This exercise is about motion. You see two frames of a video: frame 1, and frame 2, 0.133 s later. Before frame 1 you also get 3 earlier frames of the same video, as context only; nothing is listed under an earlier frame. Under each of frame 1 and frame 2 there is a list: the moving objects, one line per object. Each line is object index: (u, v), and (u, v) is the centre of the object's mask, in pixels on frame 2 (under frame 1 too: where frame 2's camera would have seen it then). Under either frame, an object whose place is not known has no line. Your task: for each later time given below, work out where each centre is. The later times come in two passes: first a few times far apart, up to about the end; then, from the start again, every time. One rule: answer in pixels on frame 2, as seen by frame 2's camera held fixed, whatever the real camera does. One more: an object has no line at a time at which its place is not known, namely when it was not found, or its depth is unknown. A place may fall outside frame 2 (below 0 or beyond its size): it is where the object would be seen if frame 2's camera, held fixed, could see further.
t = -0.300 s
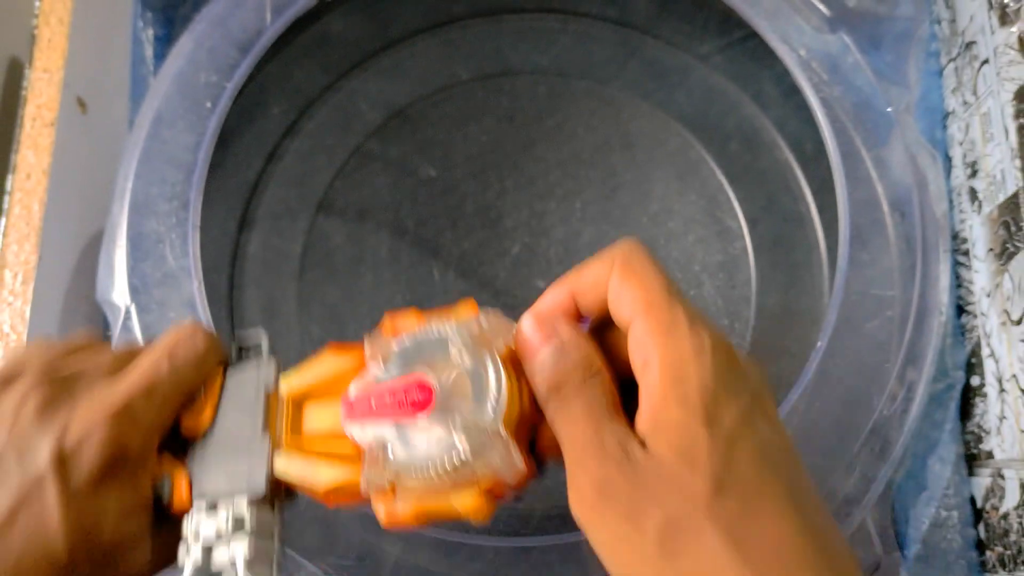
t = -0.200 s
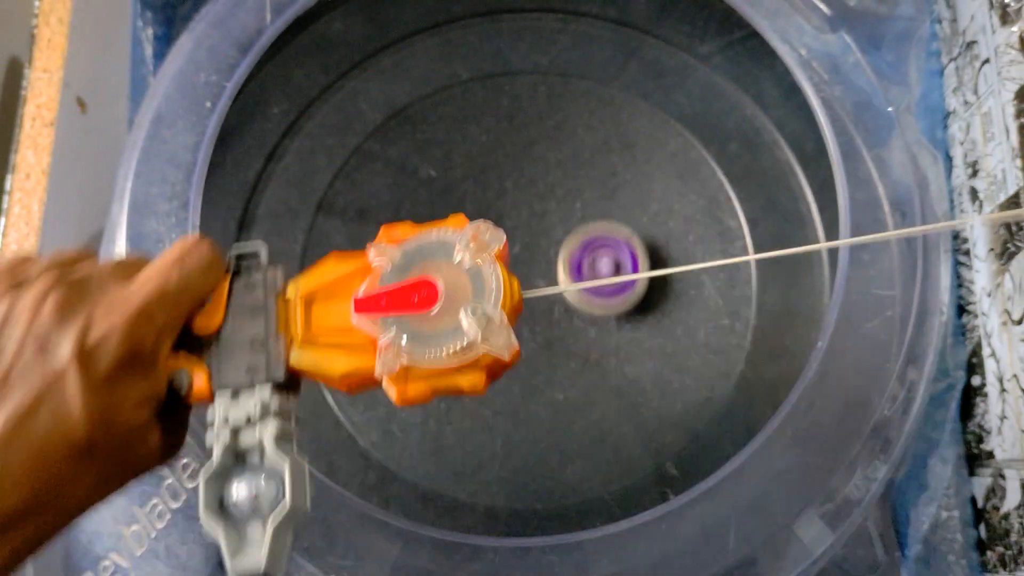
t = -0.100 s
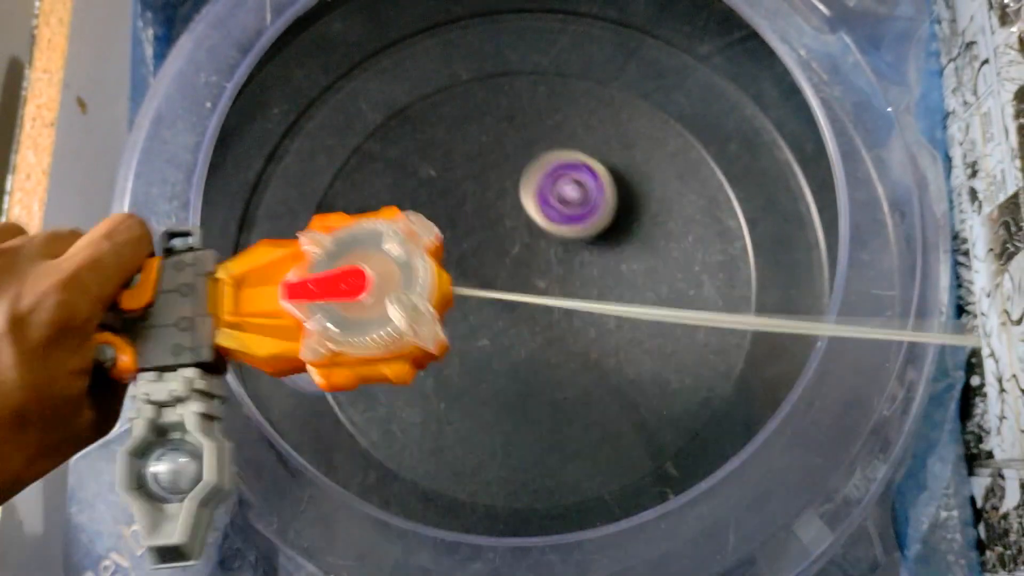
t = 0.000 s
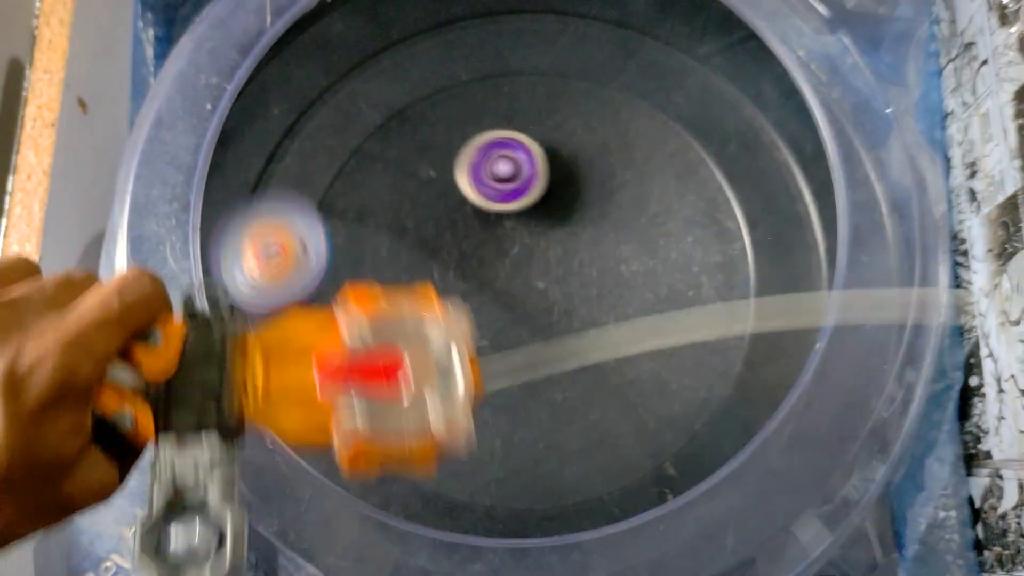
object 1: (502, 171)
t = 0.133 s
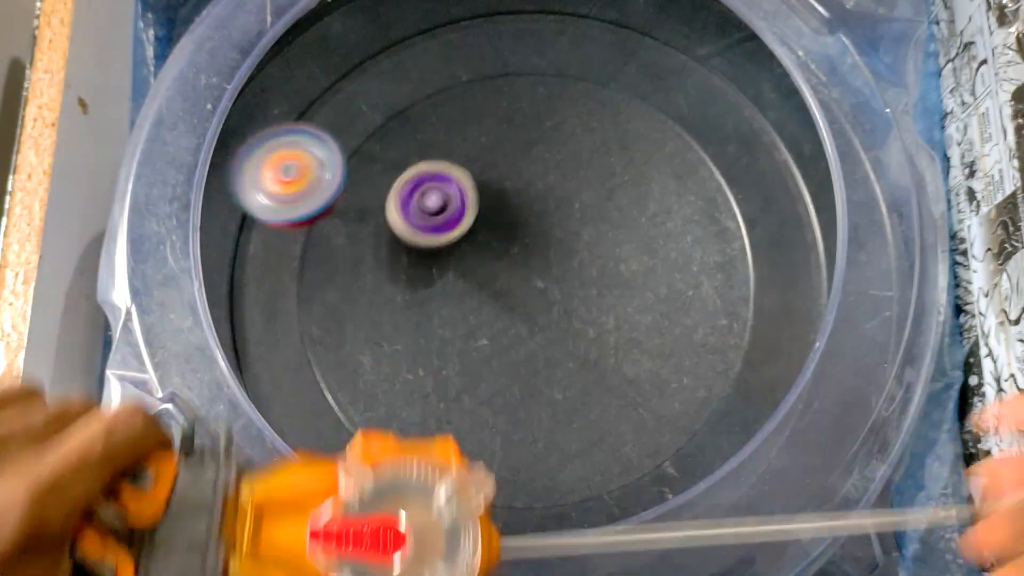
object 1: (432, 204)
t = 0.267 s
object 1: (416, 283)
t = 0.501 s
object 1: (553, 354)
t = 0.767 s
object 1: (543, 373)
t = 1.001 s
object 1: (585, 293)
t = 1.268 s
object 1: (498, 258)
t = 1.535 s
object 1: (472, 321)
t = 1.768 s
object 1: (515, 338)
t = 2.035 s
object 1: (539, 290)
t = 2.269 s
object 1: (500, 256)
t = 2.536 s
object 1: (466, 275)
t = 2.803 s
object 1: (483, 302)
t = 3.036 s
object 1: (521, 300)
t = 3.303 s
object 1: (531, 261)
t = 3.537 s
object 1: (474, 214)
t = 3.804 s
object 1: (397, 265)
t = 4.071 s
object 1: (478, 353)
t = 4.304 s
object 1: (597, 267)
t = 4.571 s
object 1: (511, 143)
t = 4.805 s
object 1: (431, 179)
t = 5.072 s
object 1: (441, 301)
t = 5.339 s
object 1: (577, 314)
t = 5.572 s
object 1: (591, 220)
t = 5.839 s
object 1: (502, 217)
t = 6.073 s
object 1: (490, 292)
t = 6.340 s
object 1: (556, 323)
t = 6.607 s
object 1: (580, 279)
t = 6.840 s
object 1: (571, 220)
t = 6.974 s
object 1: (523, 227)
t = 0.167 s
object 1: (423, 221)
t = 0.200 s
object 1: (418, 240)
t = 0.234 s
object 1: (415, 260)
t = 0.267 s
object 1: (416, 283)
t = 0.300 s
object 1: (423, 304)
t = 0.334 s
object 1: (437, 323)
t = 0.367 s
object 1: (455, 339)
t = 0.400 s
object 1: (477, 350)
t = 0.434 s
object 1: (501, 359)
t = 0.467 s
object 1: (527, 360)
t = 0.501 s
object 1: (553, 354)
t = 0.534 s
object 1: (574, 345)
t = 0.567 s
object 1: (563, 363)
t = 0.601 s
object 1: (551, 379)
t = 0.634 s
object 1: (542, 387)
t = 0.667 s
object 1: (537, 389)
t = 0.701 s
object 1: (535, 387)
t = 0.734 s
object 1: (537, 381)
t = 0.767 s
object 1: (543, 373)
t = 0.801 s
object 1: (553, 364)
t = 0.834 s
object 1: (564, 354)
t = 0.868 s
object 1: (574, 343)
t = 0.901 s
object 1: (581, 333)
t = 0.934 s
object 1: (586, 319)
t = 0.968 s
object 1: (587, 307)
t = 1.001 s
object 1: (585, 293)
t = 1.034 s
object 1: (580, 280)
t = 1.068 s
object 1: (572, 269)
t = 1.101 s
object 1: (560, 261)
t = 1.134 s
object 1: (547, 255)
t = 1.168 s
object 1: (533, 253)
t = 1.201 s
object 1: (520, 252)
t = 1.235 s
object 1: (508, 254)
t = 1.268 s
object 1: (498, 258)
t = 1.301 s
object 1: (488, 264)
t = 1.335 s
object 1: (480, 271)
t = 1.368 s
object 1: (474, 278)
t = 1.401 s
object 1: (470, 286)
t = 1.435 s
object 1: (467, 295)
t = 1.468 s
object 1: (467, 304)
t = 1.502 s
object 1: (468, 313)
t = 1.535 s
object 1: (472, 321)
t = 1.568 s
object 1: (477, 328)
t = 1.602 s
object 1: (483, 333)
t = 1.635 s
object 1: (489, 336)
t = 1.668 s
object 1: (495, 339)
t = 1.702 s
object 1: (501, 340)
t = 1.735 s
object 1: (508, 339)
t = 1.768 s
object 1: (515, 338)
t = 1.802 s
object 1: (522, 335)
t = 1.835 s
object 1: (529, 331)
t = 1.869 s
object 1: (534, 324)
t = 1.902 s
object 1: (538, 318)
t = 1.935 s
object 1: (540, 311)
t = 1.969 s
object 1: (541, 305)
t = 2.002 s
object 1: (540, 297)
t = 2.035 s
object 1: (539, 290)
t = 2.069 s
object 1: (537, 282)
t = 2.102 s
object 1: (533, 276)
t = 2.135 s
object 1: (528, 270)
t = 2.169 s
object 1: (522, 264)
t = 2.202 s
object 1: (515, 260)
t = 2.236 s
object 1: (507, 257)
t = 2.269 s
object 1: (500, 256)
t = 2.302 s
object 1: (493, 256)
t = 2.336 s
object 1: (486, 257)
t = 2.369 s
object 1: (480, 259)
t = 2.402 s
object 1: (475, 261)
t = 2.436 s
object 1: (471, 265)
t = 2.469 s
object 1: (469, 268)
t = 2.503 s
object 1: (467, 271)
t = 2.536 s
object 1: (466, 275)
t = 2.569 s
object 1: (465, 279)
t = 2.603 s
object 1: (466, 283)
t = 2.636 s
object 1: (467, 287)
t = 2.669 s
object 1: (469, 291)
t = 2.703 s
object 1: (471, 294)
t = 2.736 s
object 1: (475, 297)
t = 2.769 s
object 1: (478, 300)
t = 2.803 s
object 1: (483, 302)
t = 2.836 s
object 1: (488, 303)
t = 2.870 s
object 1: (493, 306)
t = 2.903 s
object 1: (498, 309)
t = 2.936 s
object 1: (504, 308)
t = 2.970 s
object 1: (510, 307)
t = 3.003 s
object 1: (516, 304)
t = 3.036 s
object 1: (521, 300)
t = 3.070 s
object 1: (526, 296)
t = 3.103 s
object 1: (529, 291)
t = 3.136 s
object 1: (531, 285)
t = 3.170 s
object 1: (533, 280)
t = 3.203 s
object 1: (533, 275)
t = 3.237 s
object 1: (533, 270)
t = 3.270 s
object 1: (532, 265)
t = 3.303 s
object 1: (531, 261)
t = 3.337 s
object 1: (529, 257)
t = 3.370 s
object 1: (527, 254)
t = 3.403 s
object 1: (525, 251)
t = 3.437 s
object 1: (522, 248)
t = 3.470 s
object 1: (518, 246)
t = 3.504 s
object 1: (499, 230)
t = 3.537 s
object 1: (474, 214)
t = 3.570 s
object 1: (452, 205)
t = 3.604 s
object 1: (436, 204)
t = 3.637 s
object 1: (422, 210)
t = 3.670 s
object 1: (412, 218)
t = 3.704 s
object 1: (405, 229)
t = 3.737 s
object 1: (400, 241)
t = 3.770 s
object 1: (397, 254)
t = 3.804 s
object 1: (397, 265)
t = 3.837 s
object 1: (398, 277)
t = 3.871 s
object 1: (402, 289)
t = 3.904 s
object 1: (409, 300)
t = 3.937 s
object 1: (417, 311)
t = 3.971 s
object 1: (428, 320)
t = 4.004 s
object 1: (442, 328)
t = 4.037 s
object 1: (458, 339)
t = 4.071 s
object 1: (478, 353)
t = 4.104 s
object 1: (501, 361)
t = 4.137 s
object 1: (524, 360)
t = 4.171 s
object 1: (548, 350)
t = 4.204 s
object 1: (568, 334)
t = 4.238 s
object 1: (583, 315)
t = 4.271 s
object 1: (593, 291)
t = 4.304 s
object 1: (597, 267)
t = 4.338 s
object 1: (596, 242)
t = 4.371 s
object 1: (589, 218)
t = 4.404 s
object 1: (579, 196)
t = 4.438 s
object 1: (569, 177)
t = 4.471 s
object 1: (556, 163)
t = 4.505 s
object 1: (541, 153)
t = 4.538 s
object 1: (526, 147)
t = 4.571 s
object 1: (511, 143)
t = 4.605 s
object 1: (496, 142)
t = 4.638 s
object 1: (482, 143)
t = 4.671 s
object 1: (469, 146)
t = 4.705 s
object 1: (457, 151)
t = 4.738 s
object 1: (447, 158)
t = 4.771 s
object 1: (438, 168)
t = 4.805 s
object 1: (431, 179)
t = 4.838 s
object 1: (426, 192)
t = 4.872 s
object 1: (423, 207)
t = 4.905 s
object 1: (423, 223)
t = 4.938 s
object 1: (425, 239)
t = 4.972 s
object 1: (430, 257)
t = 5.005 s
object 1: (429, 271)
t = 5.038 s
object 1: (433, 286)
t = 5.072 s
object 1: (441, 301)
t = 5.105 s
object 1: (454, 313)
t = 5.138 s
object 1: (469, 323)
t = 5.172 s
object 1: (487, 329)
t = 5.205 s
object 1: (508, 332)
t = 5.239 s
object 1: (529, 332)
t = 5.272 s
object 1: (549, 326)
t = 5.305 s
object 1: (566, 319)
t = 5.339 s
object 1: (577, 314)
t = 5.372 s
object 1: (587, 307)
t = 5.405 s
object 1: (596, 294)
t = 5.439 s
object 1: (601, 279)
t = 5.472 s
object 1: (604, 263)
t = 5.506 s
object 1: (602, 247)
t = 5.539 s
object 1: (598, 233)
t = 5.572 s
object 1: (591, 220)
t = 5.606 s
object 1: (583, 211)
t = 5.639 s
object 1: (572, 204)
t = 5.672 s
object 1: (561, 199)
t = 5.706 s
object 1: (549, 198)
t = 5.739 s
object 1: (537, 199)
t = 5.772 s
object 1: (525, 203)
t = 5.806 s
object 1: (513, 209)
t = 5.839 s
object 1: (502, 217)
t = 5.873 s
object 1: (493, 227)
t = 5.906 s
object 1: (487, 237)
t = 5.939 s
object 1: (484, 248)
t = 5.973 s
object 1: (483, 259)
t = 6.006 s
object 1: (484, 271)
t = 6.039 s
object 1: (486, 281)
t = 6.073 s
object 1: (490, 292)
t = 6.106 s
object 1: (496, 302)
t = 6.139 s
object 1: (503, 310)
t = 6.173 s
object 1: (512, 316)
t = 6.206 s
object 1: (520, 324)
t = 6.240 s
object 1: (529, 326)
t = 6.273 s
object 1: (539, 327)
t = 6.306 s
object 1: (548, 325)
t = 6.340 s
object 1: (556, 323)
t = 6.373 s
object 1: (564, 319)
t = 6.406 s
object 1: (571, 315)
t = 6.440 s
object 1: (576, 309)
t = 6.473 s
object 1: (579, 303)
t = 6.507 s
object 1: (581, 297)
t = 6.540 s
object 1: (582, 291)
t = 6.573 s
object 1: (581, 285)
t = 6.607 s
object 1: (580, 279)
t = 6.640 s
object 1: (594, 271)
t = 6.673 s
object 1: (604, 263)
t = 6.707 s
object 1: (605, 253)
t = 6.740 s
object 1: (600, 242)
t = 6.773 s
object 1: (592, 233)
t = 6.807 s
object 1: (582, 225)
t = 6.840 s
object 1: (571, 220)
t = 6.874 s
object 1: (559, 218)
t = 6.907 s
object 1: (547, 219)
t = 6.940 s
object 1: (535, 222)
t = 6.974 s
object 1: (523, 227)
